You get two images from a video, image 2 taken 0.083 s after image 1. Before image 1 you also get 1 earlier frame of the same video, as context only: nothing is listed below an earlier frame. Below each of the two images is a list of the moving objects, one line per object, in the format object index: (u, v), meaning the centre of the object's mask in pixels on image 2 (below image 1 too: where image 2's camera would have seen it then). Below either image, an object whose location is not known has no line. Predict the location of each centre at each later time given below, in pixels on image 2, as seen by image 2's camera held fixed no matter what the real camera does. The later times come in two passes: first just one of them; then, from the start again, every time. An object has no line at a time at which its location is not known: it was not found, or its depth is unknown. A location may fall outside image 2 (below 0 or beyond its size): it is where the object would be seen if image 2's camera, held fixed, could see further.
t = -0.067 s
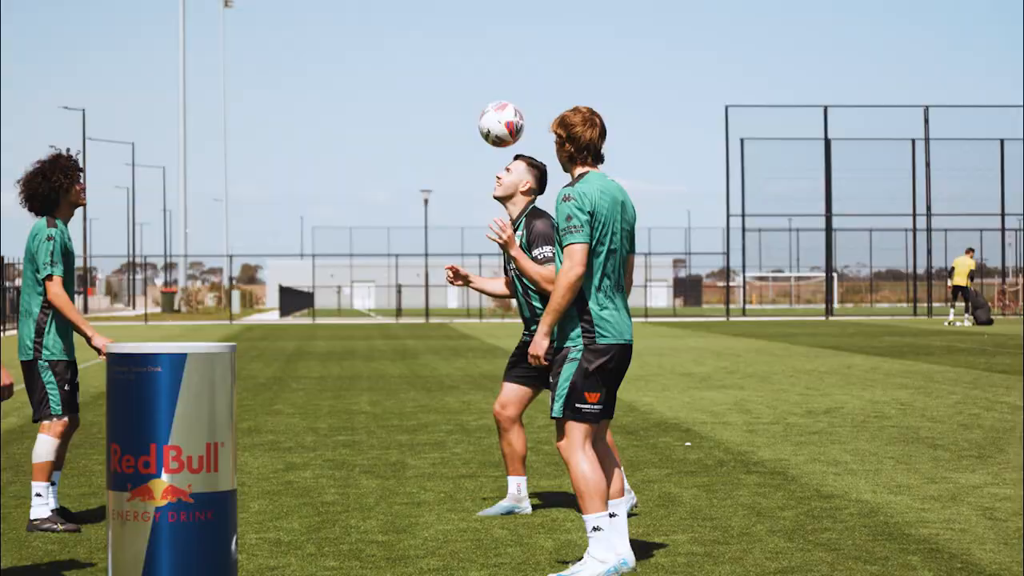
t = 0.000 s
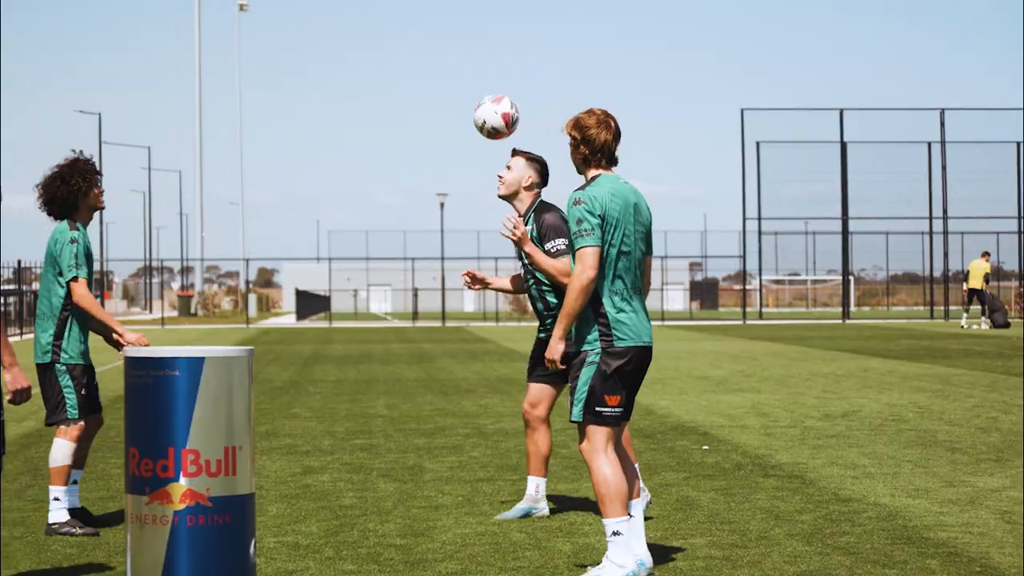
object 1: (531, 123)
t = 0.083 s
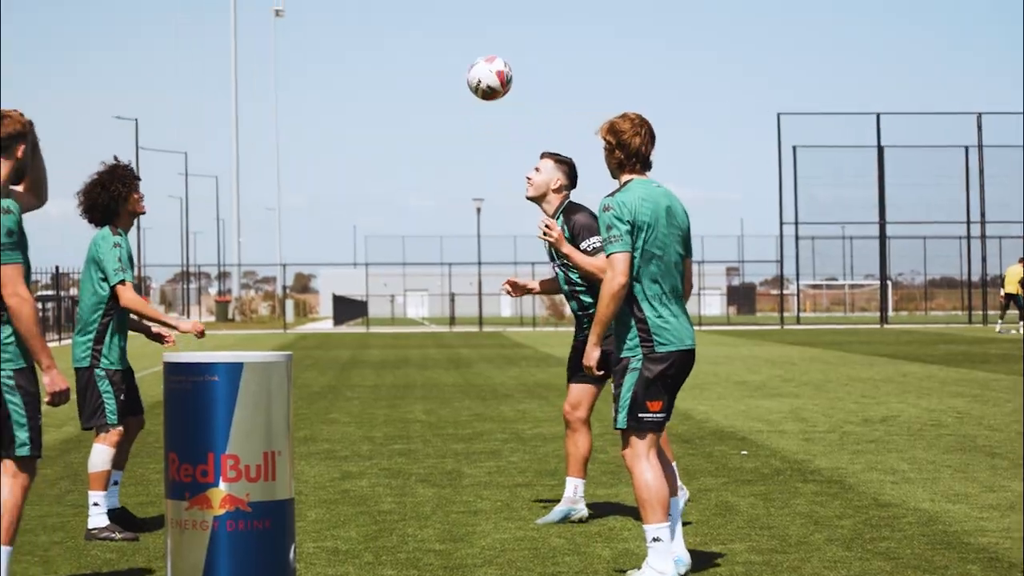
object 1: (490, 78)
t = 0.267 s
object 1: (398, 22)
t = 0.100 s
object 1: (481, 70)
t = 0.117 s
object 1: (473, 63)
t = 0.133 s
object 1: (465, 56)
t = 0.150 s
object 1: (456, 50)
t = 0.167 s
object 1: (448, 44)
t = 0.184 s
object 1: (440, 39)
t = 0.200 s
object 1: (431, 34)
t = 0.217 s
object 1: (423, 30)
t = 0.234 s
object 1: (415, 27)
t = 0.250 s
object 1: (406, 24)
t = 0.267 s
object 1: (398, 22)
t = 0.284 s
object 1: (390, 20)
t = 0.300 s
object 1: (381, 19)
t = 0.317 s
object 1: (373, 18)
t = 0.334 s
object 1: (365, 18)
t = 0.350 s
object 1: (356, 18)
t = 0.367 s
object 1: (348, 19)
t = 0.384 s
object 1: (339, 21)
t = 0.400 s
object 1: (331, 23)
